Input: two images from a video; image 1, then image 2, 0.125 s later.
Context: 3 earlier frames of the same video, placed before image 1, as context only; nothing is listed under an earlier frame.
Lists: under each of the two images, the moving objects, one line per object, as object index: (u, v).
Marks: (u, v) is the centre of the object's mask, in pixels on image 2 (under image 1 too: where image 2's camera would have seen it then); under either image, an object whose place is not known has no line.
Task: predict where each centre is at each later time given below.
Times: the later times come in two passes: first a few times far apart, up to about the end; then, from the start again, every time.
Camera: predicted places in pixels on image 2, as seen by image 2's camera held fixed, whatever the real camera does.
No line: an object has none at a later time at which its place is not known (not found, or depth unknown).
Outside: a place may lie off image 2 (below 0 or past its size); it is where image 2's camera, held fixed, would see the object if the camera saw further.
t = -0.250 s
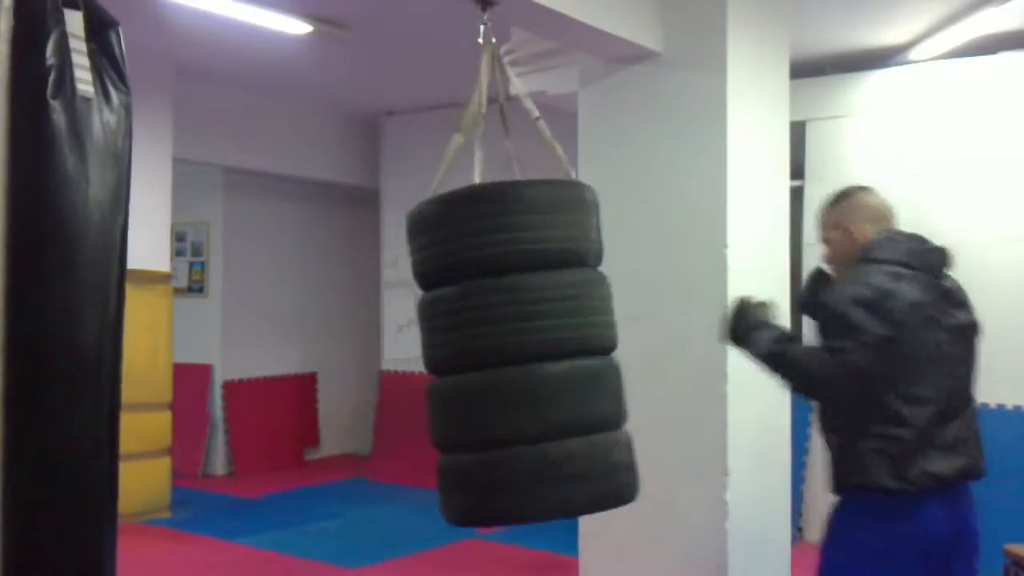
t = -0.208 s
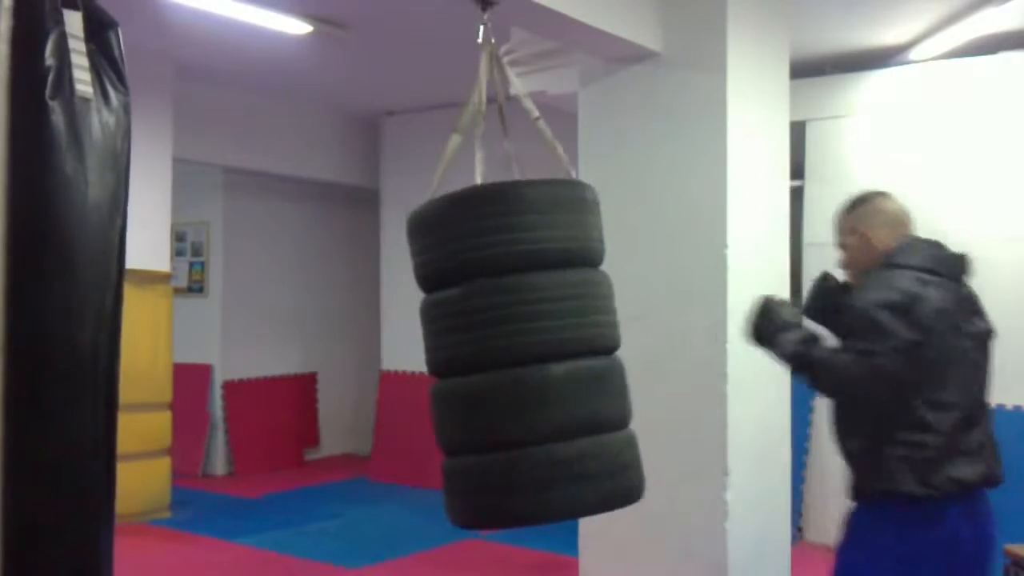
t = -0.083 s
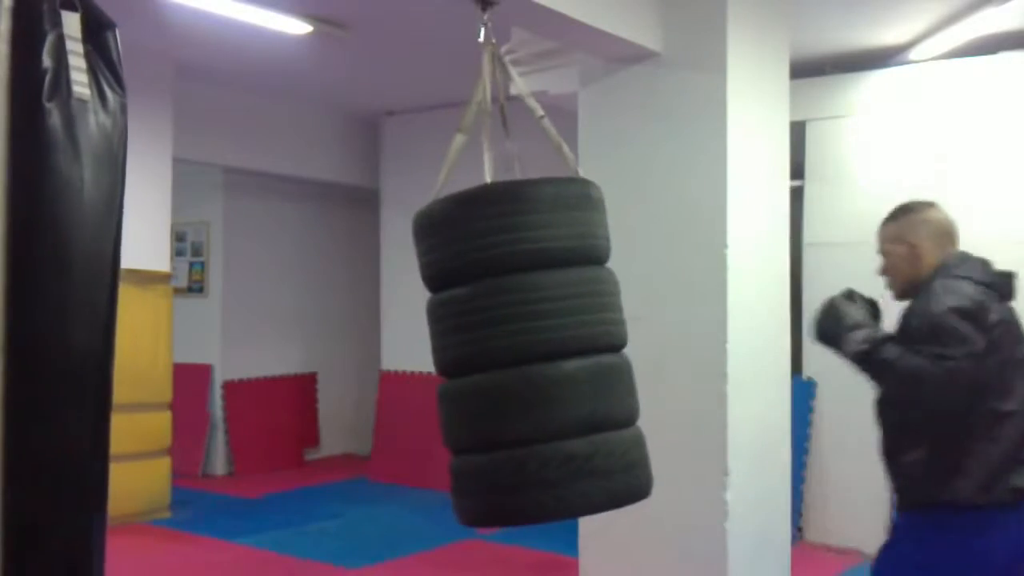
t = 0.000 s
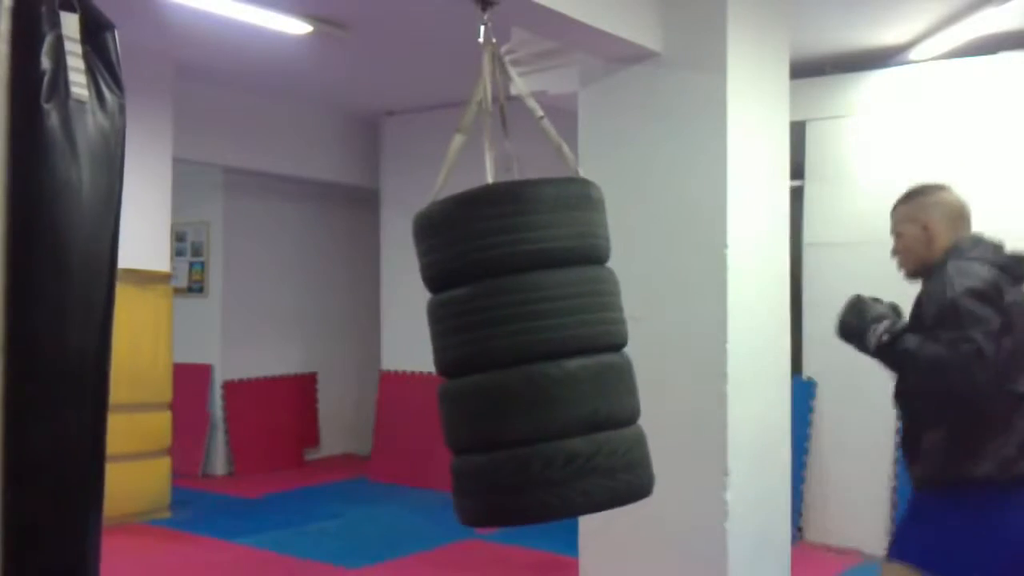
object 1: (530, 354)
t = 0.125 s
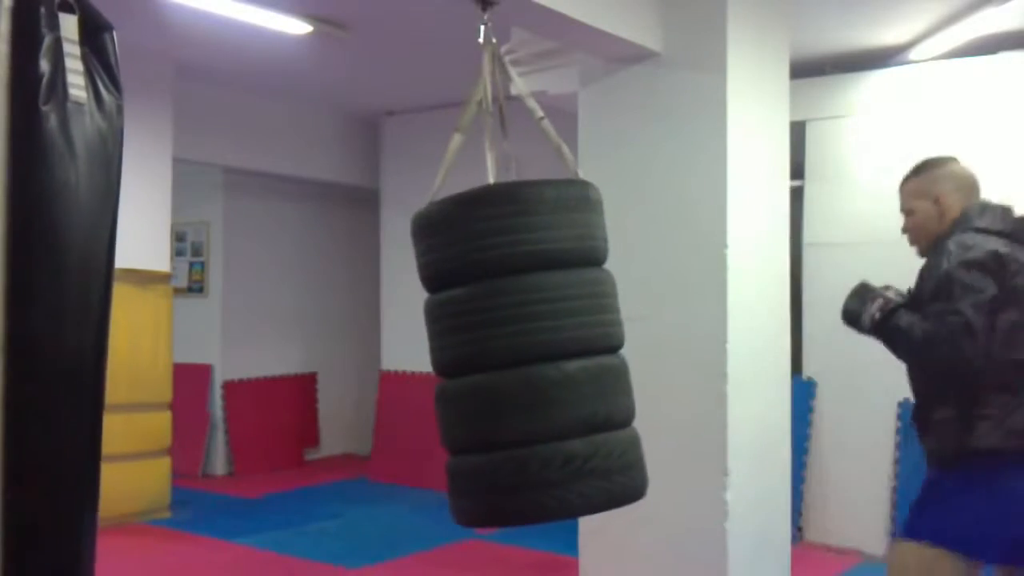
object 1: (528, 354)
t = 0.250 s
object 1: (519, 355)
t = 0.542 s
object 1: (486, 358)
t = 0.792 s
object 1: (445, 358)
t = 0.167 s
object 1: (525, 354)
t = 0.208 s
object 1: (522, 355)
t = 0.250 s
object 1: (519, 355)
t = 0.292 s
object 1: (513, 355)
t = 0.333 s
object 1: (509, 356)
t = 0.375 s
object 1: (503, 356)
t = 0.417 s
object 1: (499, 356)
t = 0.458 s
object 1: (494, 357)
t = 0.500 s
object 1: (490, 357)
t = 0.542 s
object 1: (486, 358)
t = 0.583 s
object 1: (480, 359)
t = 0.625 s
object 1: (469, 360)
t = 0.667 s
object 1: (463, 359)
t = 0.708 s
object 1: (457, 359)
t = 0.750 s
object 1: (449, 359)
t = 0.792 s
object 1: (445, 358)
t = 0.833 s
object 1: (441, 358)
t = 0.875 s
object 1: (437, 357)
